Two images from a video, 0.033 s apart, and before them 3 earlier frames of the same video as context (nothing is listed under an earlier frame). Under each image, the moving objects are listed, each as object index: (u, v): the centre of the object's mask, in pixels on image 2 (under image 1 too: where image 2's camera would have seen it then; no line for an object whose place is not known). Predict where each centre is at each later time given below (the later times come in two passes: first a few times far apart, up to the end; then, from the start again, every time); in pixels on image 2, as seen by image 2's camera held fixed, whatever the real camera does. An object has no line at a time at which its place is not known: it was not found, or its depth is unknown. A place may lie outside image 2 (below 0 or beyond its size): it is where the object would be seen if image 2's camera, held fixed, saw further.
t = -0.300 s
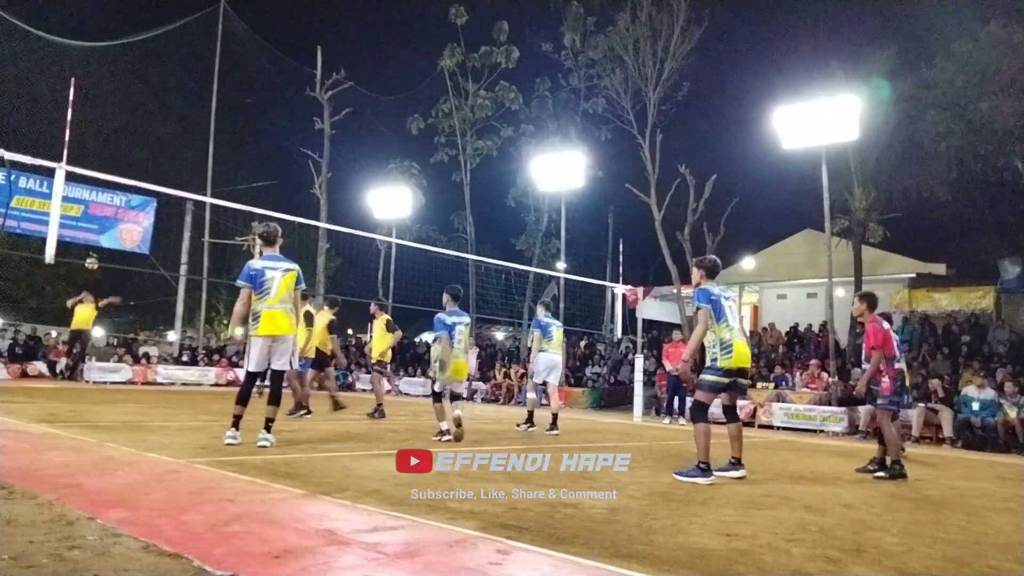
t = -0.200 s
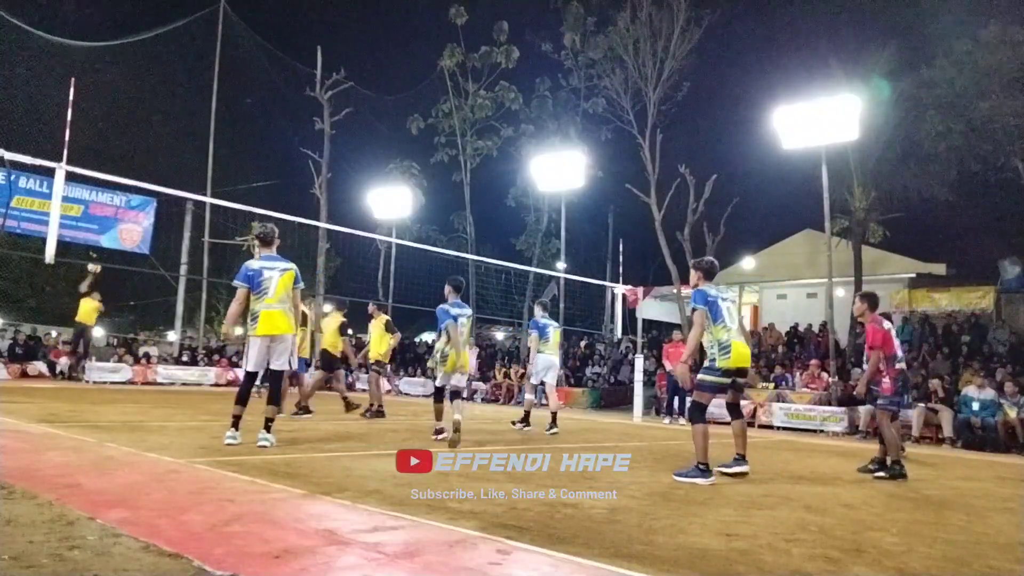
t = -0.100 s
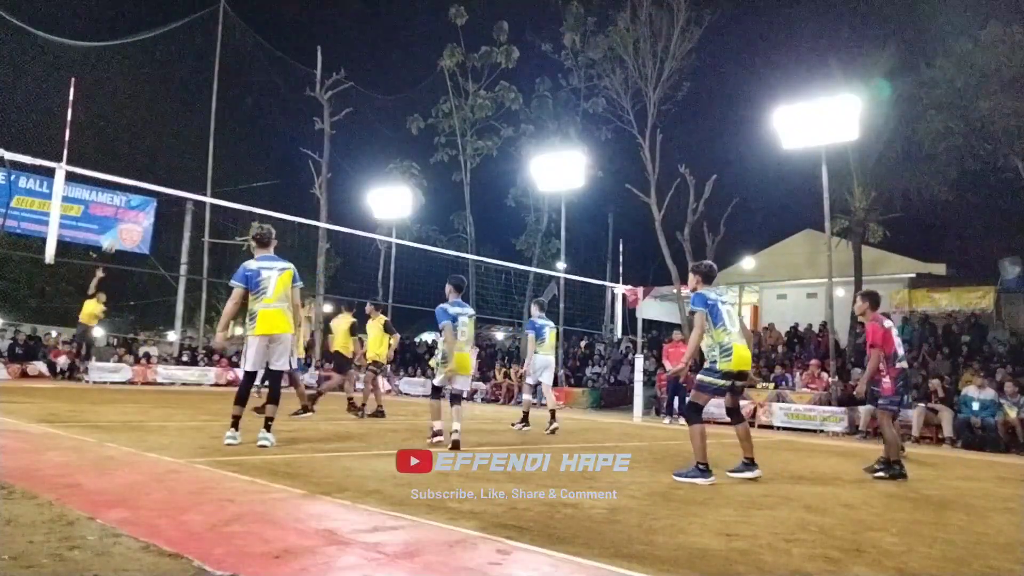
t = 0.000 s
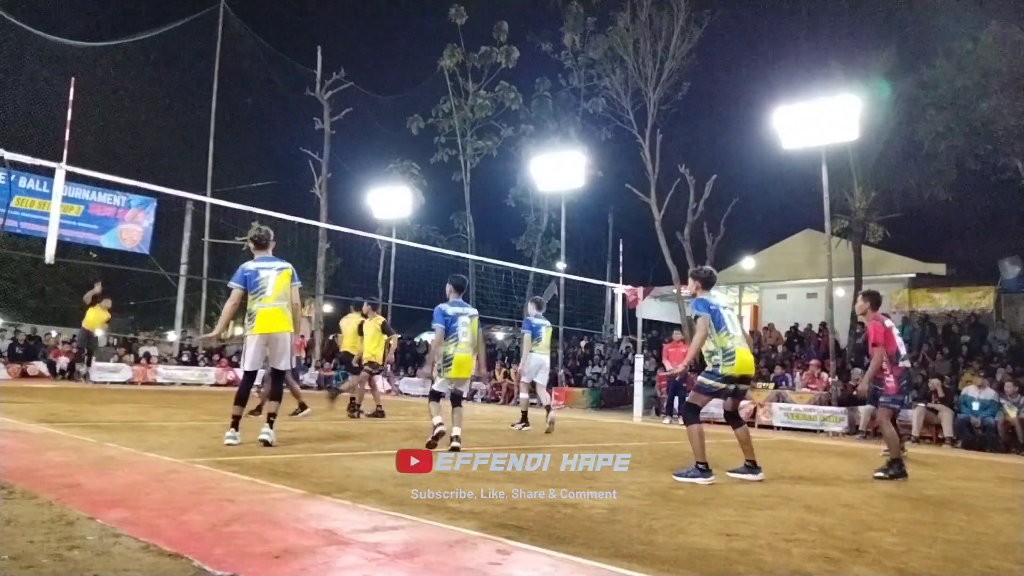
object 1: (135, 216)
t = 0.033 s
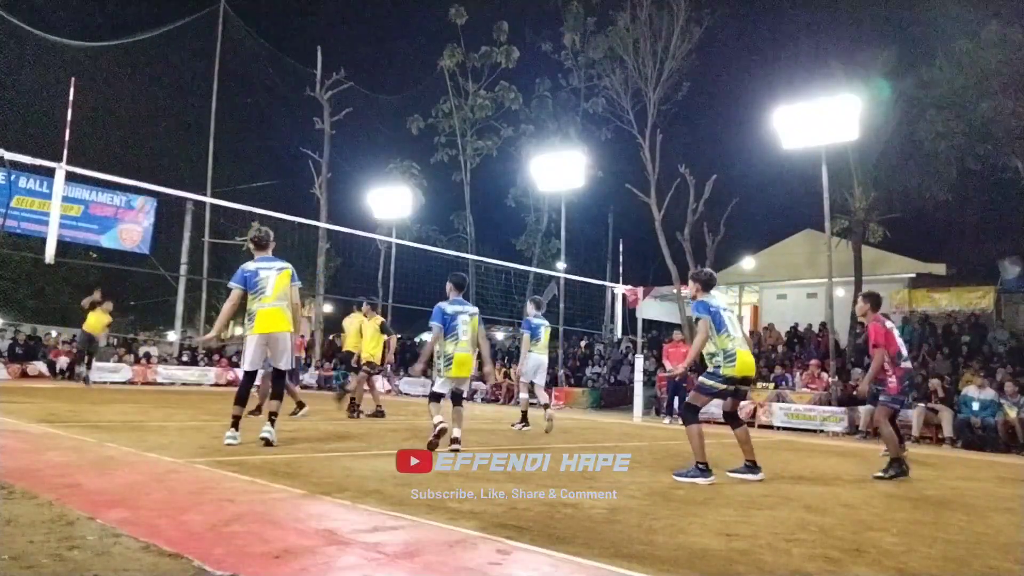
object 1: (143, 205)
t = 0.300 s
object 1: (217, 135)
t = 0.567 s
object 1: (308, 94)
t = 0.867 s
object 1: (448, 114)
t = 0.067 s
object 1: (152, 194)
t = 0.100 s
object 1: (162, 183)
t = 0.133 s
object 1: (169, 176)
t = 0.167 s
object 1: (179, 167)
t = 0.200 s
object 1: (188, 158)
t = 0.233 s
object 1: (198, 150)
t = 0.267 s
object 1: (208, 143)
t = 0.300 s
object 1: (217, 135)
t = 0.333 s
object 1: (228, 128)
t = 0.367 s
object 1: (238, 122)
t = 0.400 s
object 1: (249, 115)
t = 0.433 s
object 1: (260, 110)
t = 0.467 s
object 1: (271, 105)
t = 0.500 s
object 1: (283, 101)
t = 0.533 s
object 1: (295, 97)
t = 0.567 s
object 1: (308, 94)
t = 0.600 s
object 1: (321, 92)
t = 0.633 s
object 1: (335, 91)
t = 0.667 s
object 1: (348, 91)
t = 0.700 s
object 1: (363, 91)
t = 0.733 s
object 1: (378, 93)
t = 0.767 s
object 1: (394, 96)
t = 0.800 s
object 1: (411, 100)
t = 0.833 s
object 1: (429, 106)
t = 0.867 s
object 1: (448, 114)
